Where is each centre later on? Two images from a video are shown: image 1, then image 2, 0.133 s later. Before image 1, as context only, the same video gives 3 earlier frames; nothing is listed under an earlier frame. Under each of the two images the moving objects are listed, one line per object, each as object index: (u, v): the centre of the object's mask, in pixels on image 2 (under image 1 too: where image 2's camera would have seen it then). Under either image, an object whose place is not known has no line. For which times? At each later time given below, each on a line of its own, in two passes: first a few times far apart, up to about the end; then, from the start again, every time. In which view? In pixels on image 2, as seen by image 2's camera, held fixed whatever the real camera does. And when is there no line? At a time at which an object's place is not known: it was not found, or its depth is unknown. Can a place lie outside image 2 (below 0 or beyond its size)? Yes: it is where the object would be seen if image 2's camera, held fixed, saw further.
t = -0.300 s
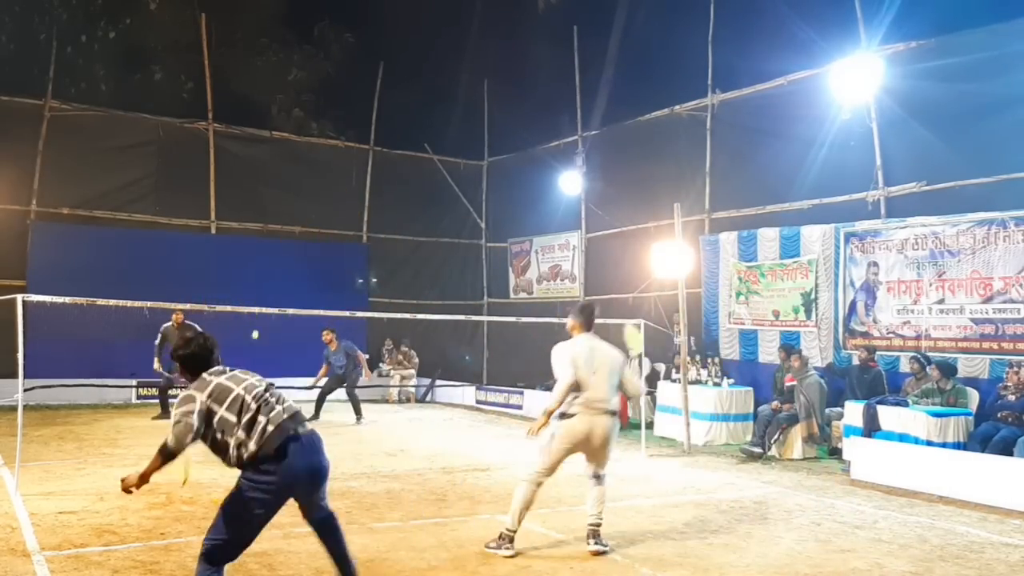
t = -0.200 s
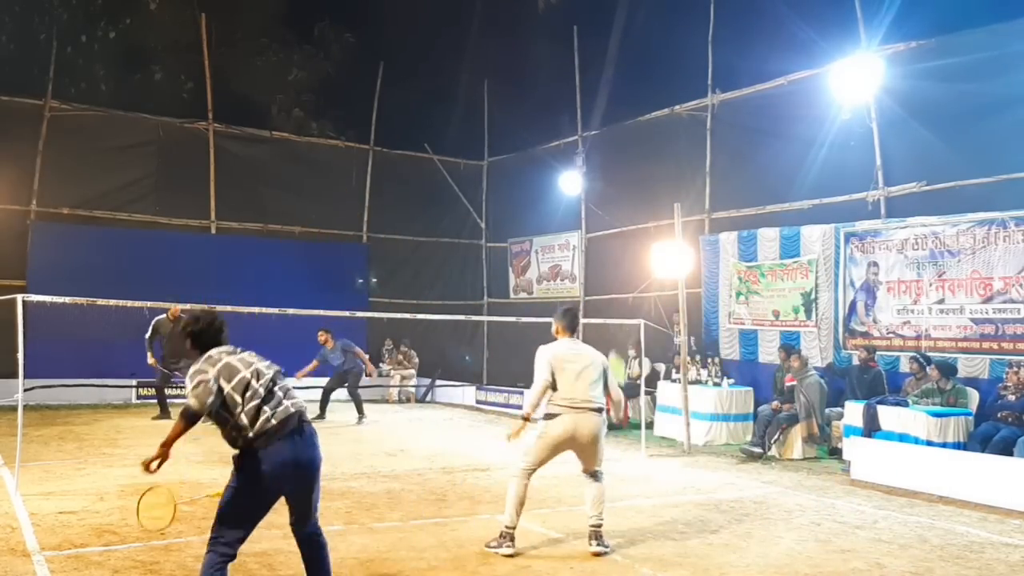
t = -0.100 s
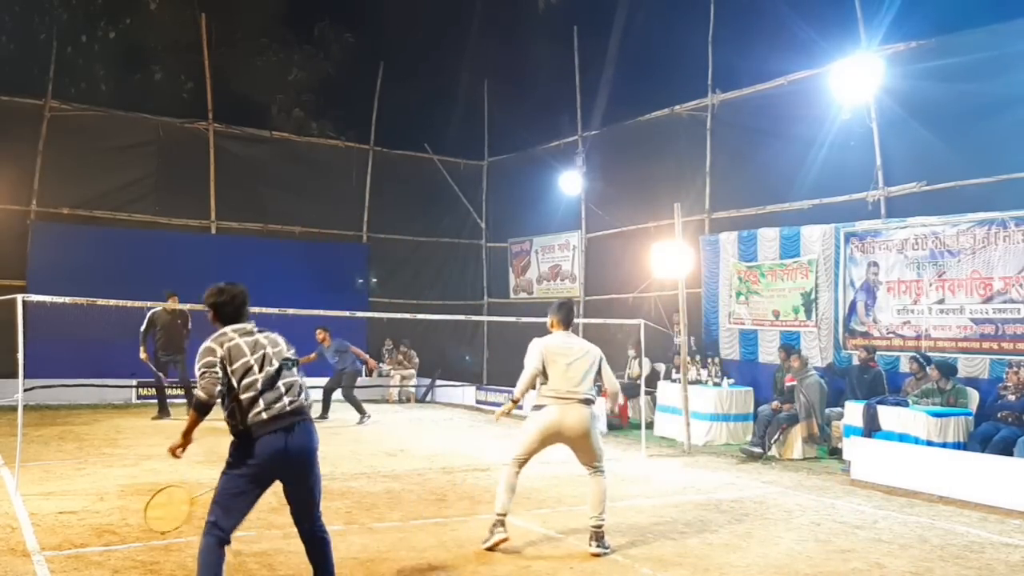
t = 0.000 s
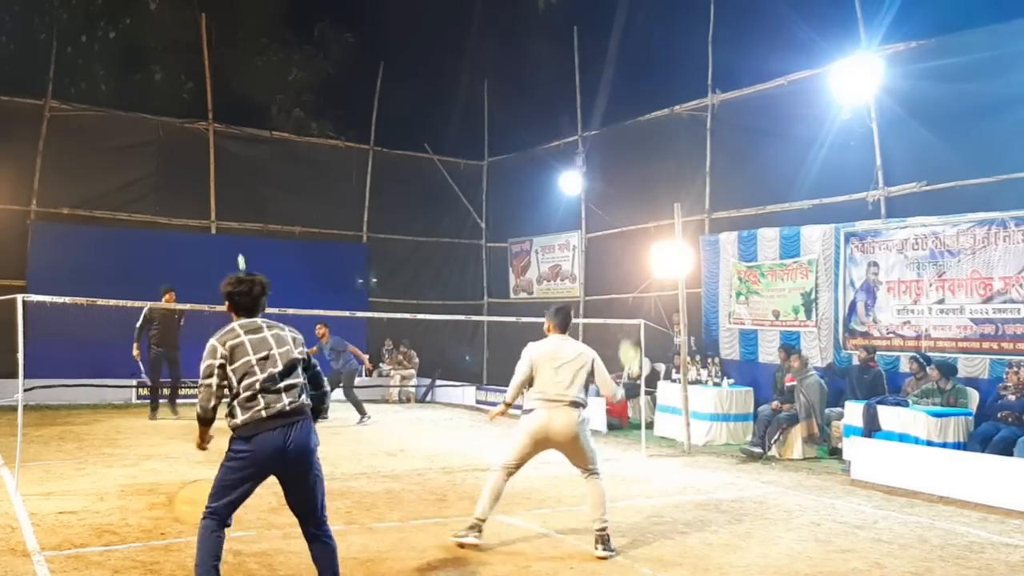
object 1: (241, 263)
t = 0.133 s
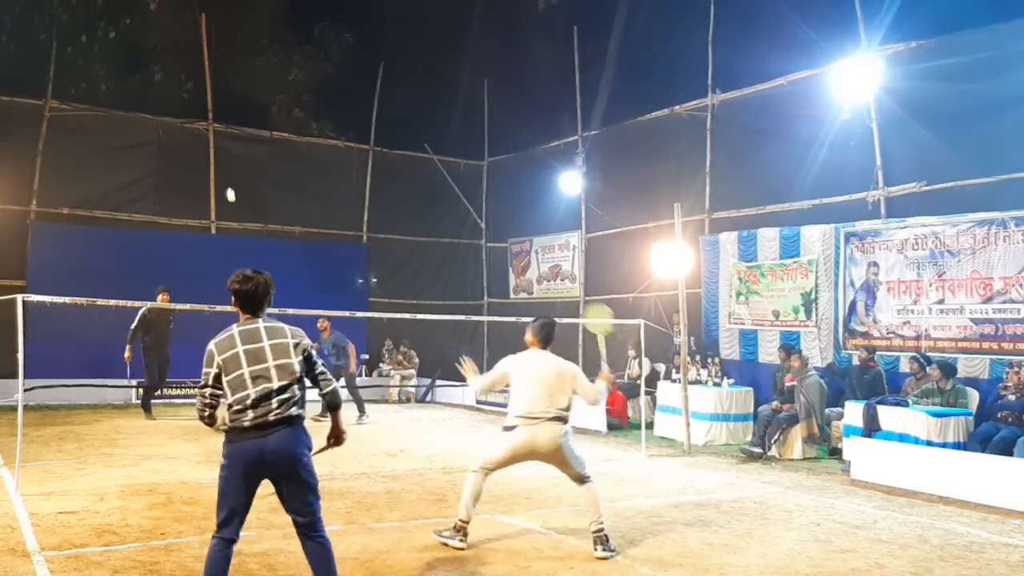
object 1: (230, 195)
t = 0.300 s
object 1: (217, 141)
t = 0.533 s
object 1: (194, 121)
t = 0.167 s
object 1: (228, 181)
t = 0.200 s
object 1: (225, 169)
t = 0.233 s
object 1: (222, 159)
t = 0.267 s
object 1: (220, 149)
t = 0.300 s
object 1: (217, 141)
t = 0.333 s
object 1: (213, 134)
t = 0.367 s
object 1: (210, 128)
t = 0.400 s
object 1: (207, 124)
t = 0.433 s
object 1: (204, 121)
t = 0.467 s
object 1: (201, 120)
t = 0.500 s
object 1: (197, 120)
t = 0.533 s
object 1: (194, 121)
